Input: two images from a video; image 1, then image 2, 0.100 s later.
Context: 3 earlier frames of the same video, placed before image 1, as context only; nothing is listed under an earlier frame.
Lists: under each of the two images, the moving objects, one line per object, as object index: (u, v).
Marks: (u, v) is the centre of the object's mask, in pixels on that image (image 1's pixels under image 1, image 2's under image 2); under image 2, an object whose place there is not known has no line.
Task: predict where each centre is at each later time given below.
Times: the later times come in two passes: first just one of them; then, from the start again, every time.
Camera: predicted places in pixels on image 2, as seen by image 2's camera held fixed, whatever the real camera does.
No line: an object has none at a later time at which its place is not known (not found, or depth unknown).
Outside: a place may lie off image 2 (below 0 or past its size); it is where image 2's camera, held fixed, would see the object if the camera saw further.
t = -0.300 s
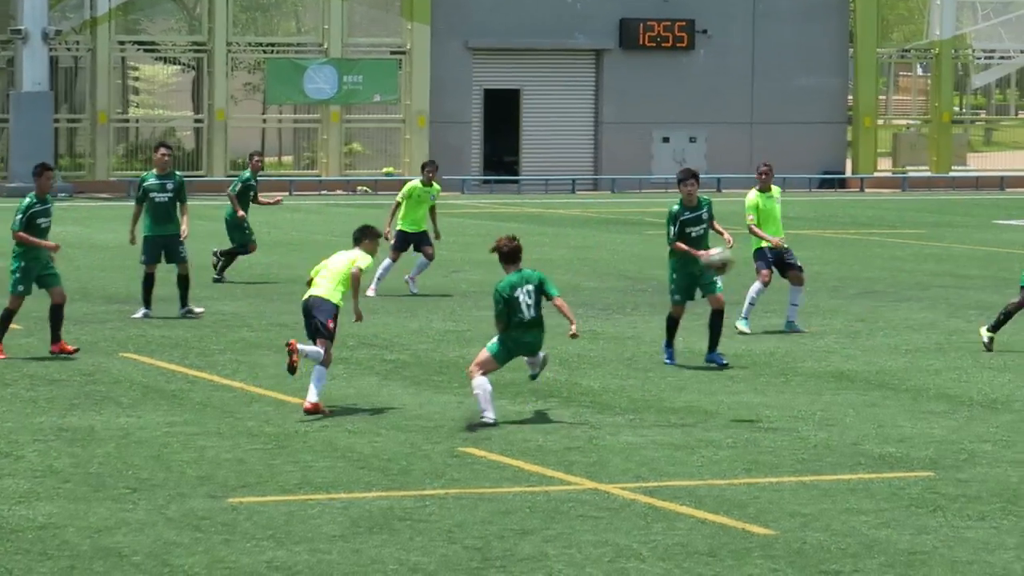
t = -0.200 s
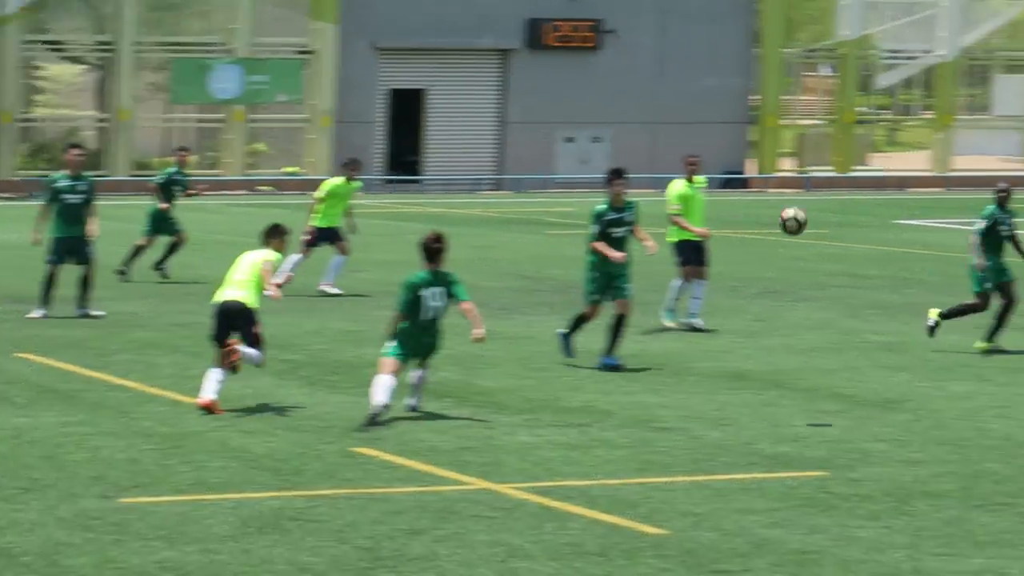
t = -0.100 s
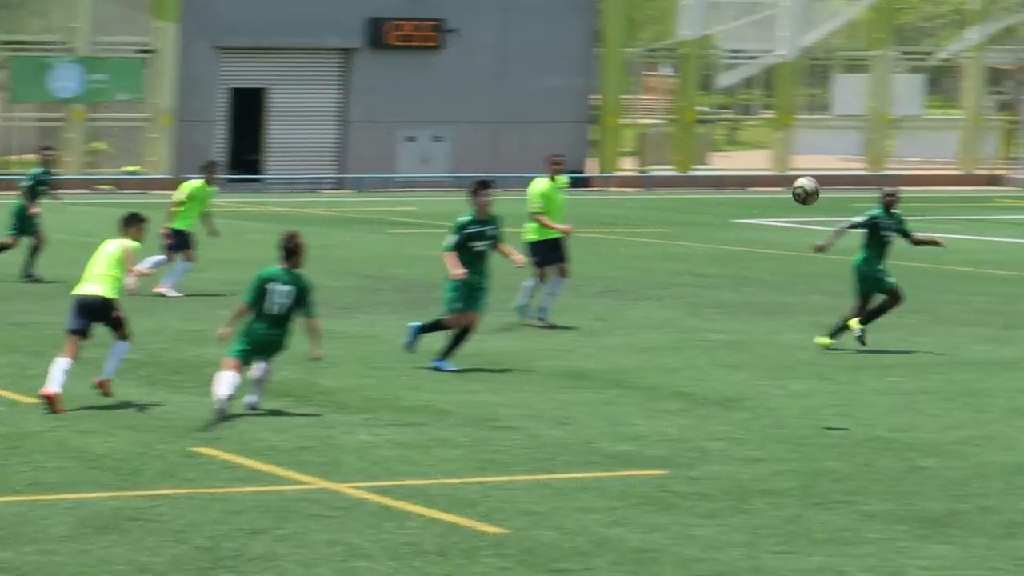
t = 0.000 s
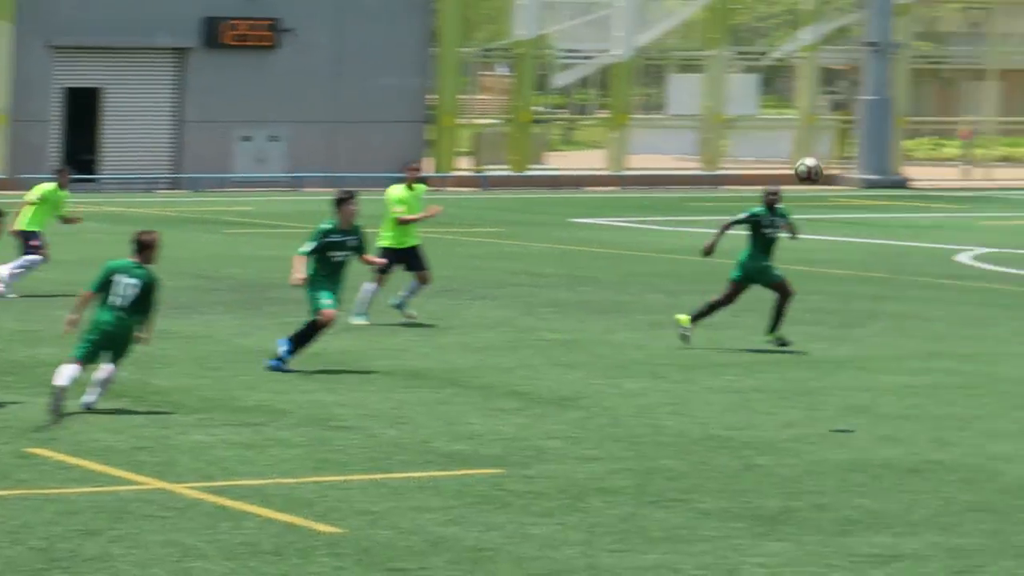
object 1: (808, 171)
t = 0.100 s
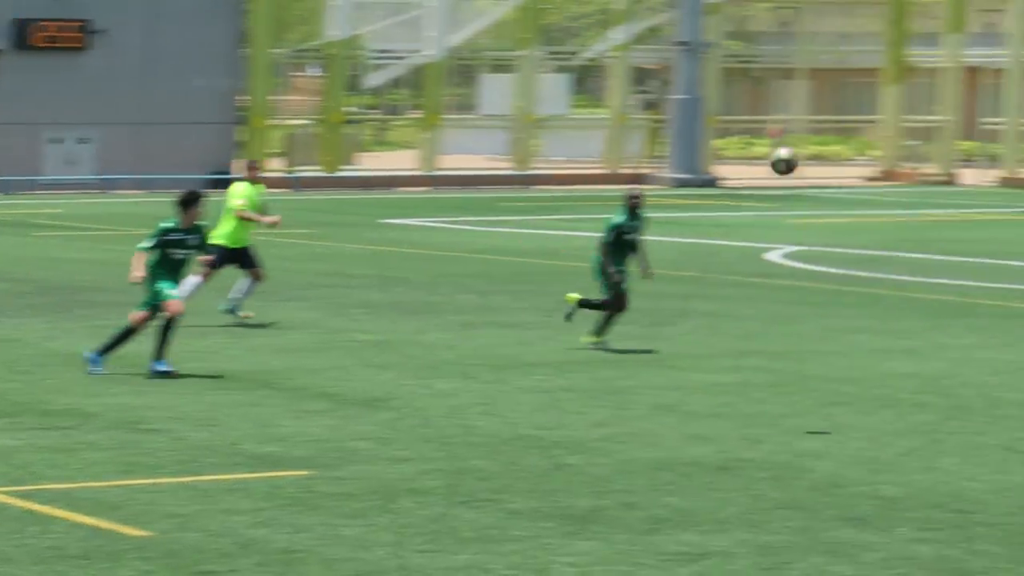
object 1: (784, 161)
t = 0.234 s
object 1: (997, 166)
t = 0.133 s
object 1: (836, 160)
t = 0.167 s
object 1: (889, 161)
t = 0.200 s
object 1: (943, 163)
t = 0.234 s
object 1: (997, 166)
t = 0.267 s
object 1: (1054, 169)
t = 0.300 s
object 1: (1111, 176)
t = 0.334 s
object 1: (1170, 181)
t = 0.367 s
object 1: (1227, 189)
